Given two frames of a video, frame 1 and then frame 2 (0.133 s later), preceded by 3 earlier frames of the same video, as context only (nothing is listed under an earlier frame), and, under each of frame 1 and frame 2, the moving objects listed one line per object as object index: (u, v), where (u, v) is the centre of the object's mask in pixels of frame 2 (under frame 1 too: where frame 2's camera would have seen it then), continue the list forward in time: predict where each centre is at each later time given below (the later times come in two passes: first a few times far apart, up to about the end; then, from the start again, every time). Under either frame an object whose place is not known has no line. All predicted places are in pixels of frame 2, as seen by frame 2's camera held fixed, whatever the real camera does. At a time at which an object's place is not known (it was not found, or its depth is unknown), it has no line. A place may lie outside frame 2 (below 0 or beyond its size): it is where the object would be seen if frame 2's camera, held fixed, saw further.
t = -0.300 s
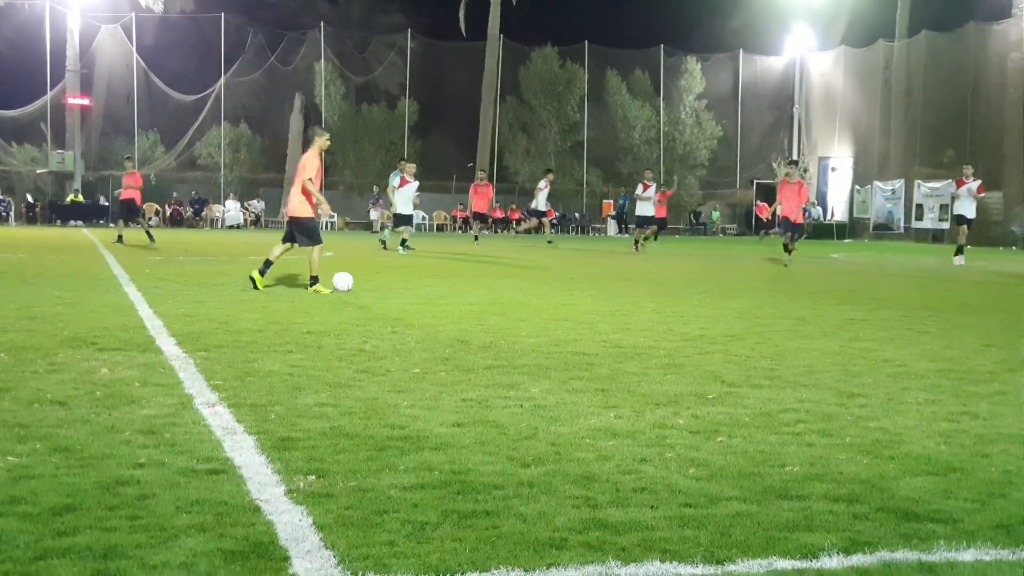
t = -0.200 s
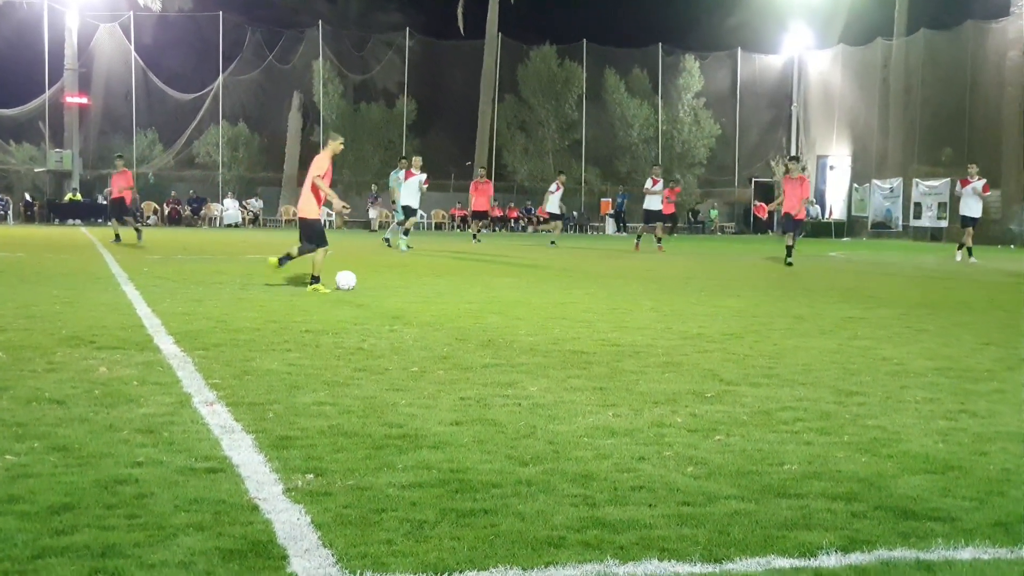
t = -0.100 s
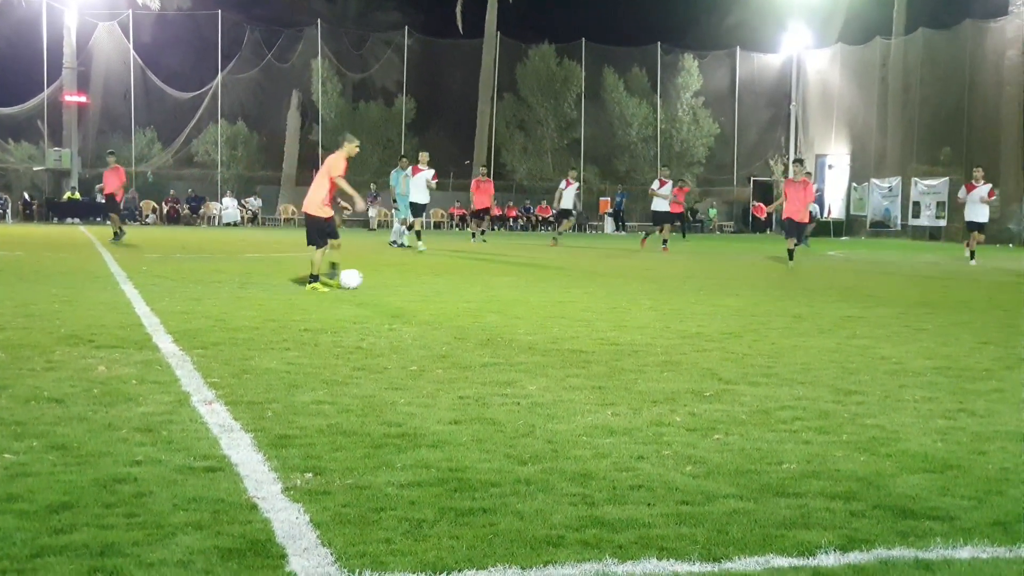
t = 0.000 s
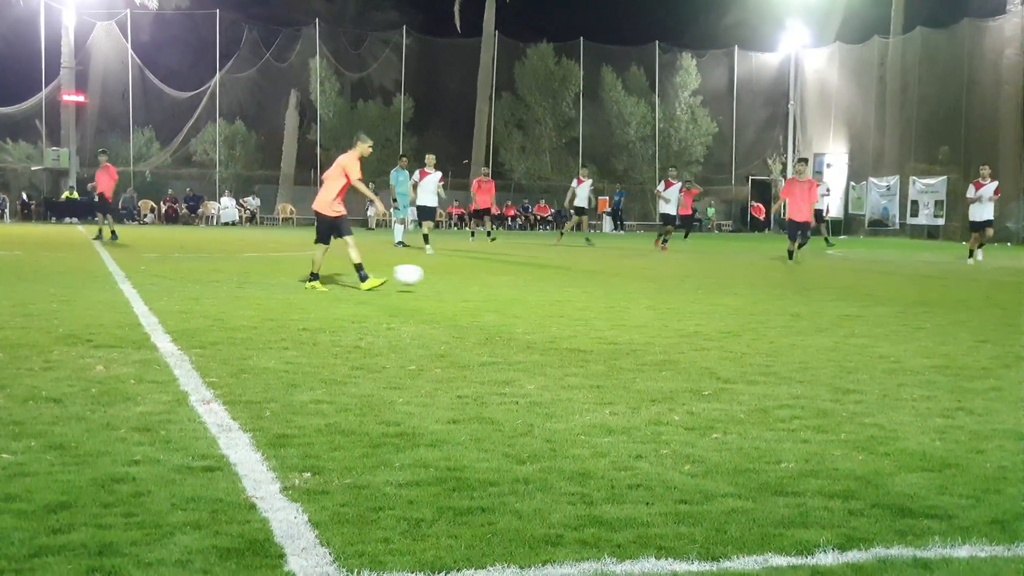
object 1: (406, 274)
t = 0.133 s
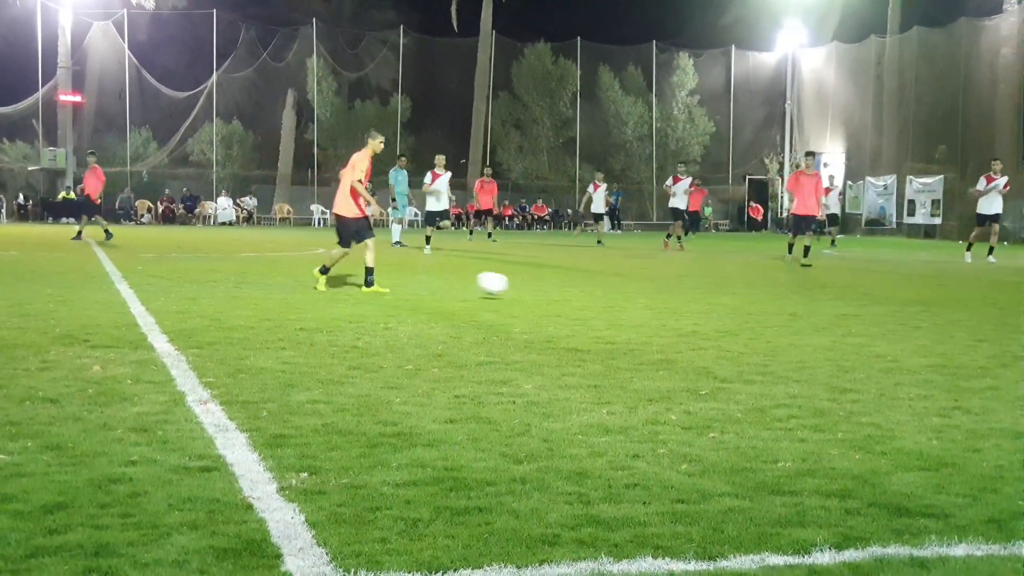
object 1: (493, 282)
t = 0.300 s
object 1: (600, 293)
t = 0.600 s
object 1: (783, 312)
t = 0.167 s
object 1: (515, 288)
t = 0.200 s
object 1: (539, 292)
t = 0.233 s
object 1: (559, 292)
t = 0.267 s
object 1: (580, 292)
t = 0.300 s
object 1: (600, 293)
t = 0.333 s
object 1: (621, 295)
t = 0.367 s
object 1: (643, 298)
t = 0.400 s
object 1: (665, 302)
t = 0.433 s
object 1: (687, 305)
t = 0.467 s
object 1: (706, 304)
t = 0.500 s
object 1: (724, 304)
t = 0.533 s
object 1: (743, 306)
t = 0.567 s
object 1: (763, 308)
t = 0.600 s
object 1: (783, 312)
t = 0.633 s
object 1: (803, 315)
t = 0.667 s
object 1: (819, 316)
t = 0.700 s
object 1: (835, 317)
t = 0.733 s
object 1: (851, 319)
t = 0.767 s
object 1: (869, 321)
